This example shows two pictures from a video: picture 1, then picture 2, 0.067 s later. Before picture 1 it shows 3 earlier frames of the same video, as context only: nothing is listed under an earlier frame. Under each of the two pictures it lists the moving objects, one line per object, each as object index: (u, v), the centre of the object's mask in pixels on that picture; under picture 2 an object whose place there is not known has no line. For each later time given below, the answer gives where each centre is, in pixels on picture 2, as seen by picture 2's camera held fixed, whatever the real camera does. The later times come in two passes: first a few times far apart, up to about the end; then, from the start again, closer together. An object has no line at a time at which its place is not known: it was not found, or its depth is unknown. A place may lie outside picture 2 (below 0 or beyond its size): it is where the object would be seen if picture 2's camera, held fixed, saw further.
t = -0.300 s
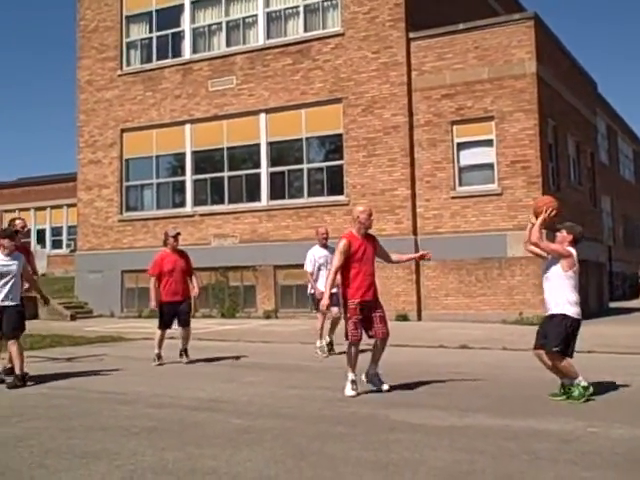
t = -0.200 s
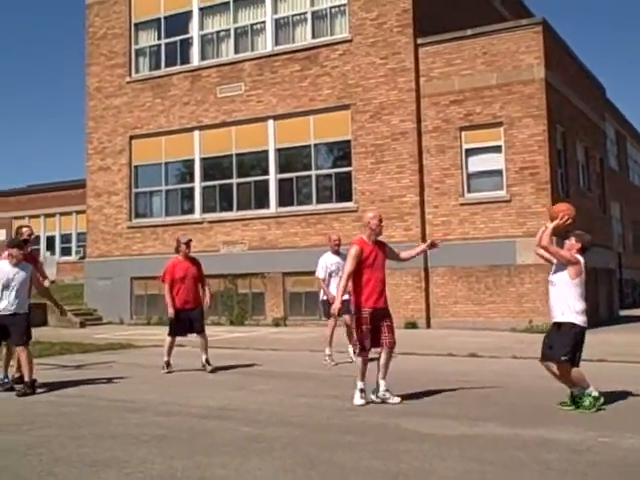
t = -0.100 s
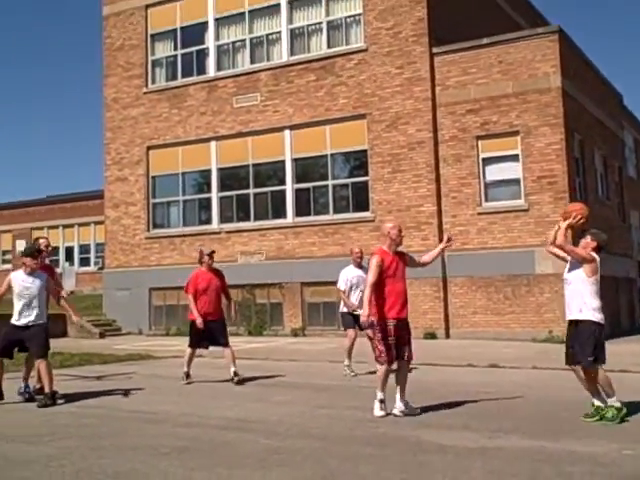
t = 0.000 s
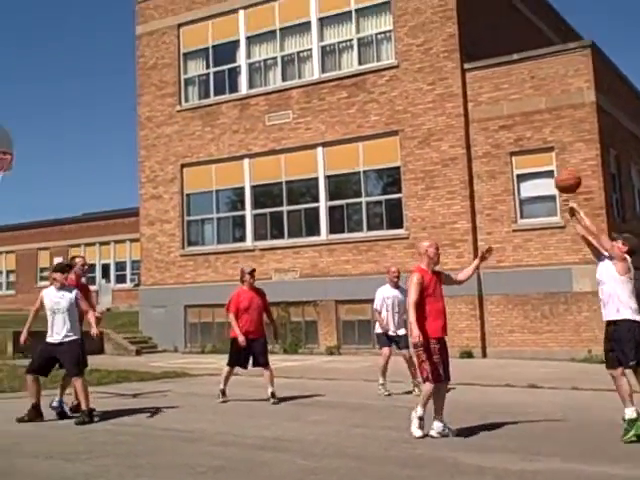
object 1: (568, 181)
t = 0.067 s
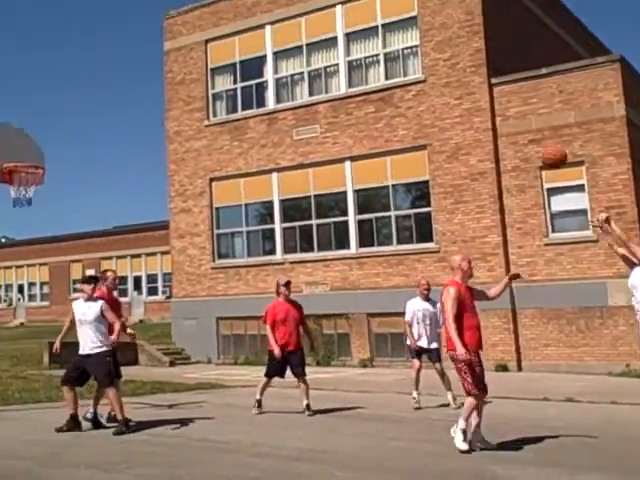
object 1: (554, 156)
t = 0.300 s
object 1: (420, 71)
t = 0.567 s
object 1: (289, 38)
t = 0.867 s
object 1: (159, 73)
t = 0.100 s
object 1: (532, 141)
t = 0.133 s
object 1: (514, 124)
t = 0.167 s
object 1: (494, 111)
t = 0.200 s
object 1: (473, 99)
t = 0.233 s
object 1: (455, 89)
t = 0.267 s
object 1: (437, 79)
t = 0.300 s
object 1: (420, 71)
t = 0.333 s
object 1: (400, 63)
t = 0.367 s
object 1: (387, 55)
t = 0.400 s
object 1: (368, 50)
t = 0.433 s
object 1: (353, 45)
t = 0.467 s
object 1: (336, 43)
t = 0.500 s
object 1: (320, 40)
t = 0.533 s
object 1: (304, 38)
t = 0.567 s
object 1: (289, 38)
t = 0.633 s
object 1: (259, 41)
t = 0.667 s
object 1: (244, 42)
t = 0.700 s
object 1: (229, 46)
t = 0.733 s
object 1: (215, 50)
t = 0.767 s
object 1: (201, 55)
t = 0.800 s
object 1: (187, 61)
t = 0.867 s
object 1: (159, 73)
